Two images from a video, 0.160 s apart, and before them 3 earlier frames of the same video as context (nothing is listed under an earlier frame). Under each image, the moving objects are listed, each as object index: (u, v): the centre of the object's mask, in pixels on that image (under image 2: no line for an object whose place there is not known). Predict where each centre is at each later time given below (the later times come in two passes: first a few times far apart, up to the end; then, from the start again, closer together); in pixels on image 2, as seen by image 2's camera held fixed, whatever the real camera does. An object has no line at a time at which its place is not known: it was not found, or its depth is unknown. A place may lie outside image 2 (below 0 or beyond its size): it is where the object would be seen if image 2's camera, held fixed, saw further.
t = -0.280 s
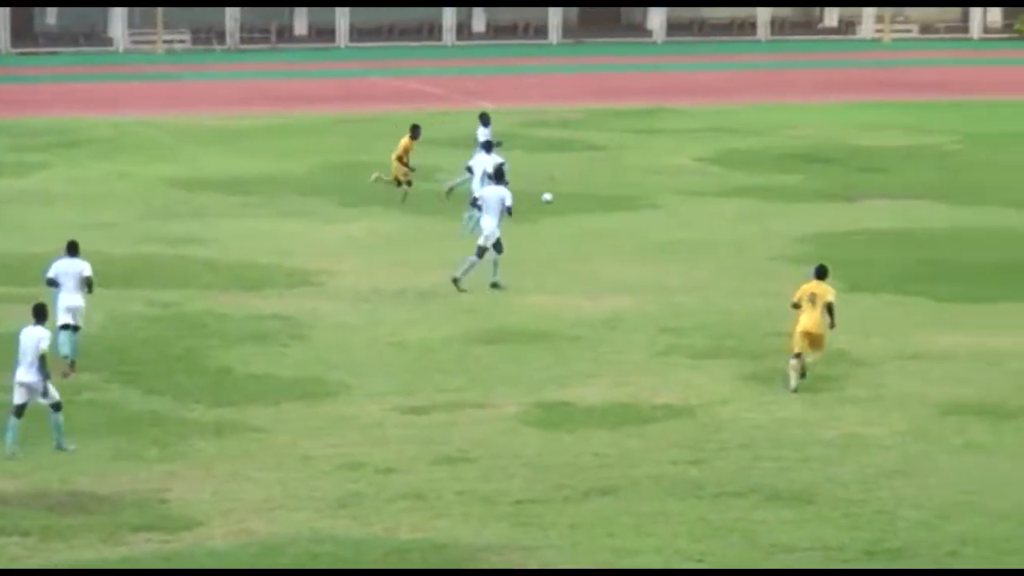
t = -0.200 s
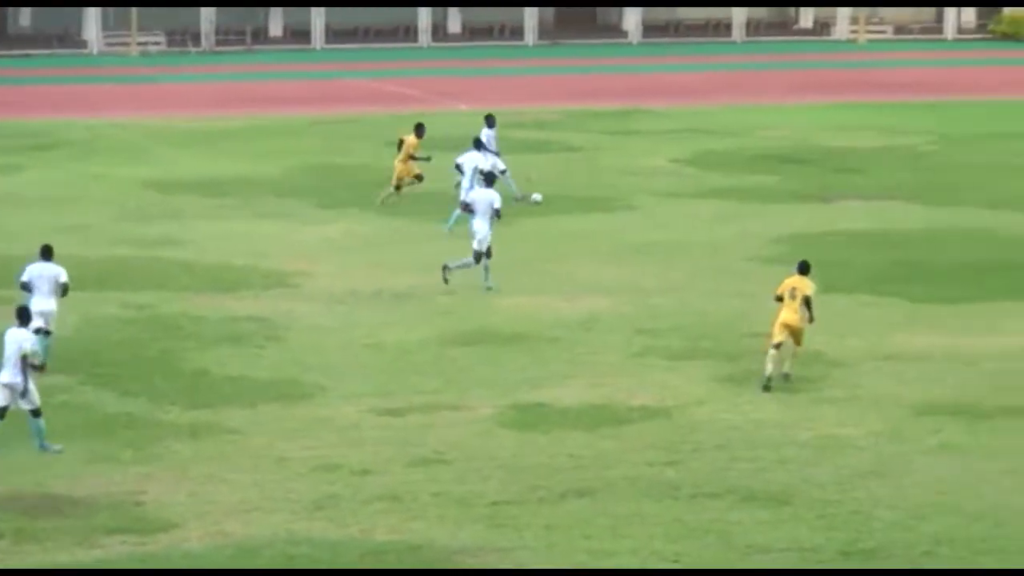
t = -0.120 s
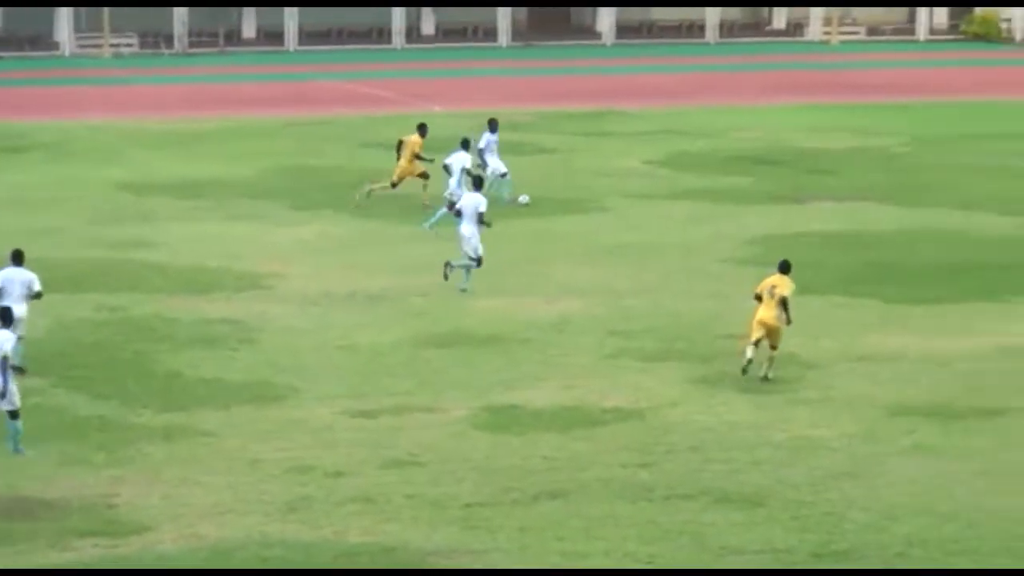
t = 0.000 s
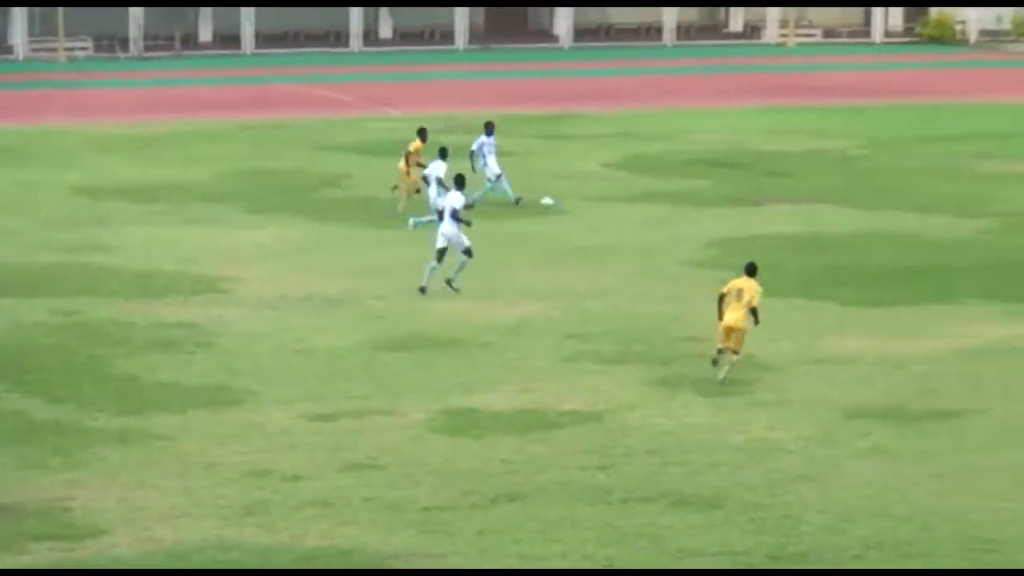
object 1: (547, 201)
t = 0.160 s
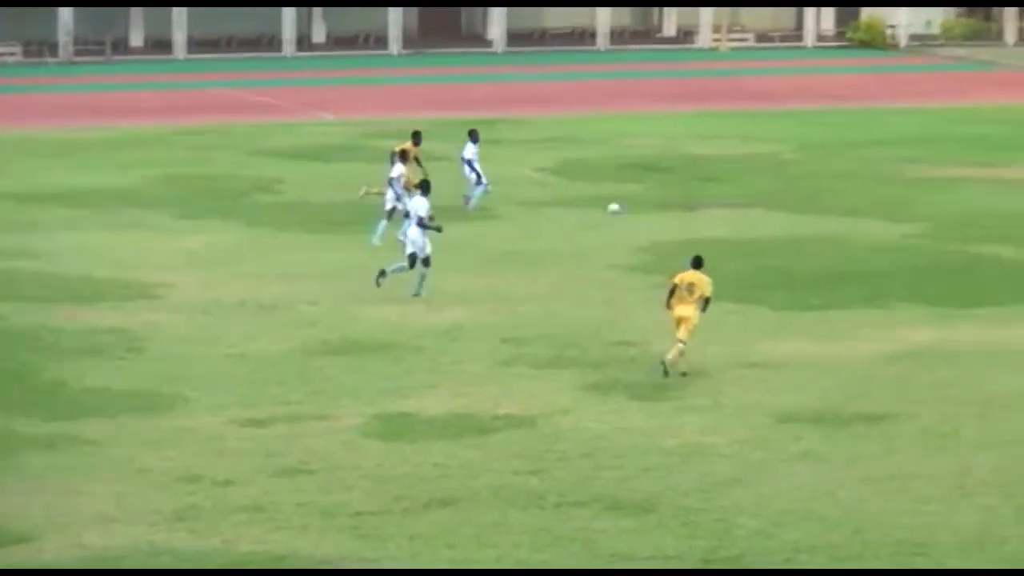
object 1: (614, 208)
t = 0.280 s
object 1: (696, 207)
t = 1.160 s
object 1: (1145, 213)
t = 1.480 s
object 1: (1280, 215)
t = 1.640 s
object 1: (1346, 215)
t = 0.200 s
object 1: (644, 209)
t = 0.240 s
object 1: (671, 208)
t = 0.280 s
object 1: (696, 207)
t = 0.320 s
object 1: (724, 206)
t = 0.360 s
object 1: (750, 208)
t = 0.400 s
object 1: (776, 210)
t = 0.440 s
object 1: (802, 212)
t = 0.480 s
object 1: (823, 210)
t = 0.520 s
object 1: (844, 208)
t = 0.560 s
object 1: (865, 208)
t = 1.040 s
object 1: (1093, 213)
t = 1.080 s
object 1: (1111, 214)
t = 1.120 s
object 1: (1128, 214)
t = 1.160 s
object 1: (1145, 213)
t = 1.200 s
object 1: (1163, 214)
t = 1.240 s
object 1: (1180, 214)
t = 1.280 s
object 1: (1197, 216)
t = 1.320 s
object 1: (1214, 217)
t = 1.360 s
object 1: (1230, 215)
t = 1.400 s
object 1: (1247, 215)
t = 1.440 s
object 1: (1263, 215)
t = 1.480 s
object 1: (1280, 215)
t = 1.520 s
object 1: (1297, 215)
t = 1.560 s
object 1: (1314, 214)
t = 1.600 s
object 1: (1330, 214)
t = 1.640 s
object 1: (1346, 215)
